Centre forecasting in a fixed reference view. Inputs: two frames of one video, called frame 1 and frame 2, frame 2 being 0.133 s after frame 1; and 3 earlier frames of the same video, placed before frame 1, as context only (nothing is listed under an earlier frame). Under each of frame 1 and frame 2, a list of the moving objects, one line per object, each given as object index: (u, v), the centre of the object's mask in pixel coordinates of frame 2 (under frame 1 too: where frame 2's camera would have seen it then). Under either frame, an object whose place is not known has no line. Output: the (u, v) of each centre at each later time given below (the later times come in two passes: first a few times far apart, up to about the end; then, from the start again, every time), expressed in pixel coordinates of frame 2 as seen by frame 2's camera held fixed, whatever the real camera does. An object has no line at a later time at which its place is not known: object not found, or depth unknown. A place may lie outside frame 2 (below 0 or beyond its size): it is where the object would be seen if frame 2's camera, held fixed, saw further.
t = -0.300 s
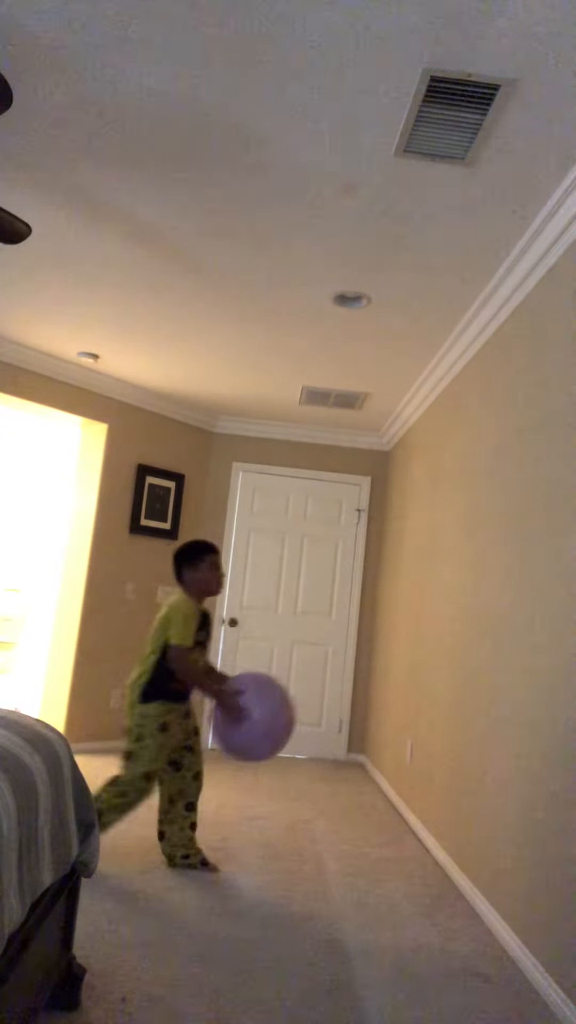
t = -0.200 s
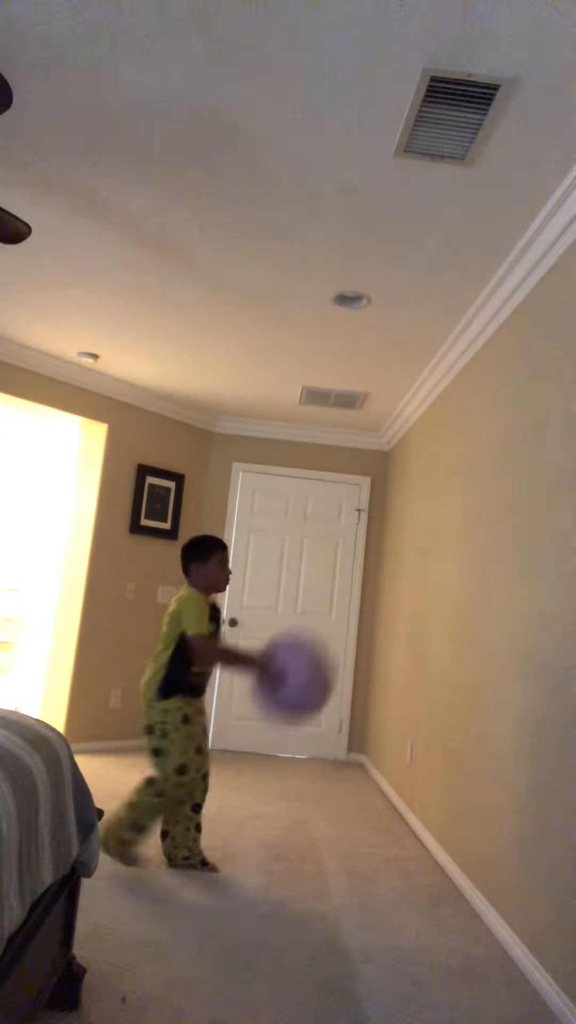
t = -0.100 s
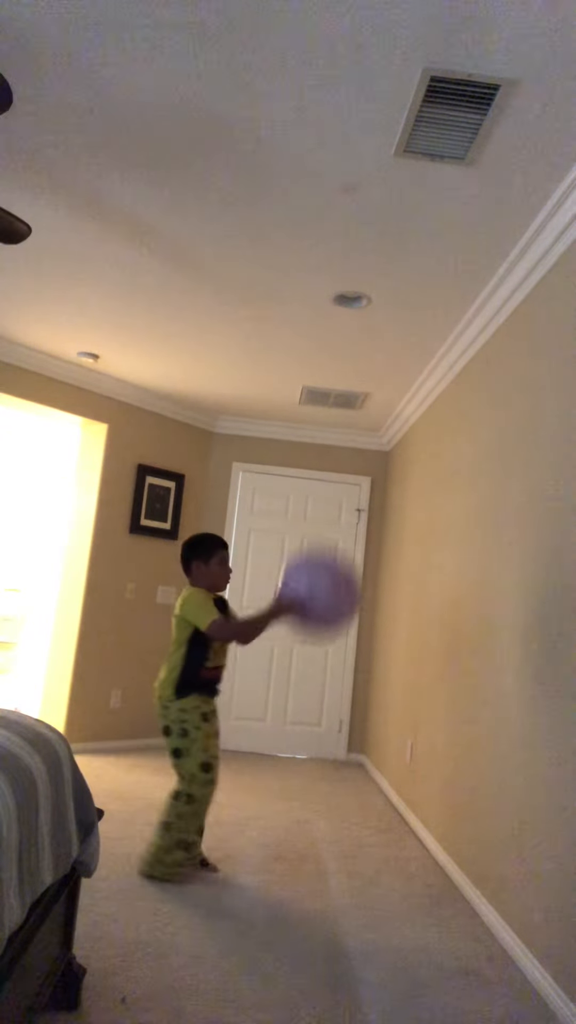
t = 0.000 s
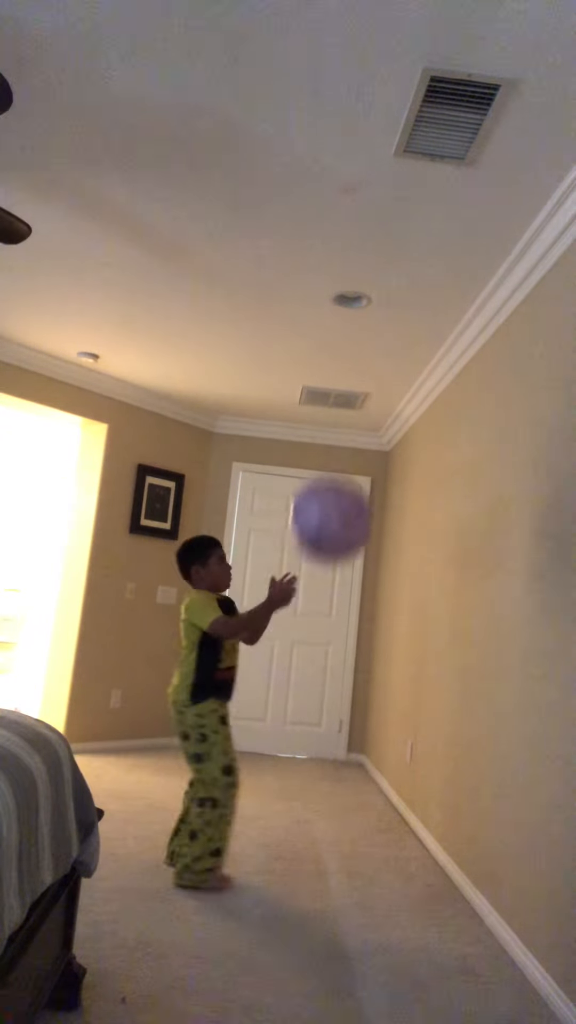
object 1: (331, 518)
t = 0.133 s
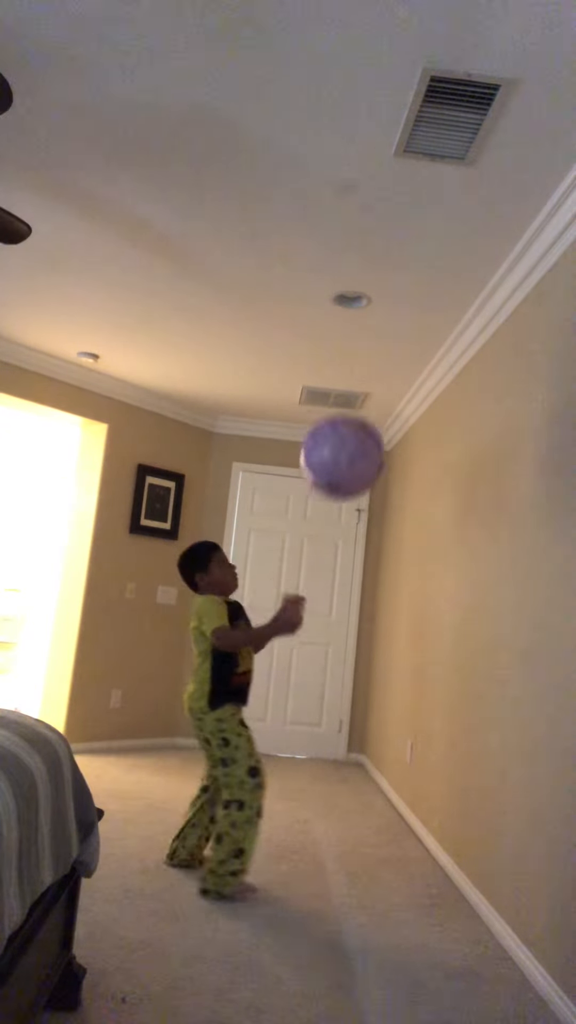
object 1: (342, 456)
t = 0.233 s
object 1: (349, 434)
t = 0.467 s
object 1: (357, 459)
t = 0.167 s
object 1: (344, 446)
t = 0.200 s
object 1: (347, 439)
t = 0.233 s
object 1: (349, 434)
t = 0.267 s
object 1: (351, 430)
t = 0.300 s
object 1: (352, 429)
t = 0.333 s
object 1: (354, 430)
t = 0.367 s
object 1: (355, 434)
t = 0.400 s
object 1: (356, 440)
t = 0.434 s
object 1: (356, 448)
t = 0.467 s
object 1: (357, 459)
